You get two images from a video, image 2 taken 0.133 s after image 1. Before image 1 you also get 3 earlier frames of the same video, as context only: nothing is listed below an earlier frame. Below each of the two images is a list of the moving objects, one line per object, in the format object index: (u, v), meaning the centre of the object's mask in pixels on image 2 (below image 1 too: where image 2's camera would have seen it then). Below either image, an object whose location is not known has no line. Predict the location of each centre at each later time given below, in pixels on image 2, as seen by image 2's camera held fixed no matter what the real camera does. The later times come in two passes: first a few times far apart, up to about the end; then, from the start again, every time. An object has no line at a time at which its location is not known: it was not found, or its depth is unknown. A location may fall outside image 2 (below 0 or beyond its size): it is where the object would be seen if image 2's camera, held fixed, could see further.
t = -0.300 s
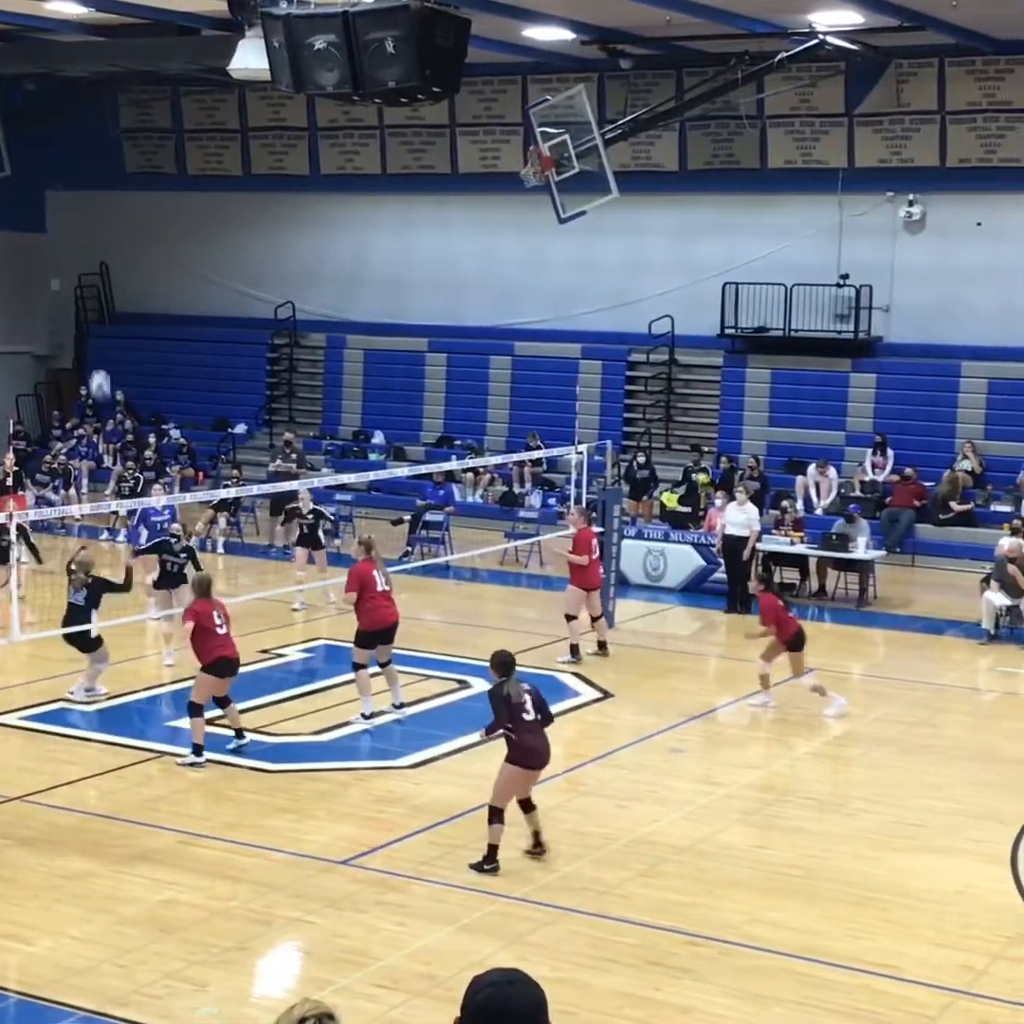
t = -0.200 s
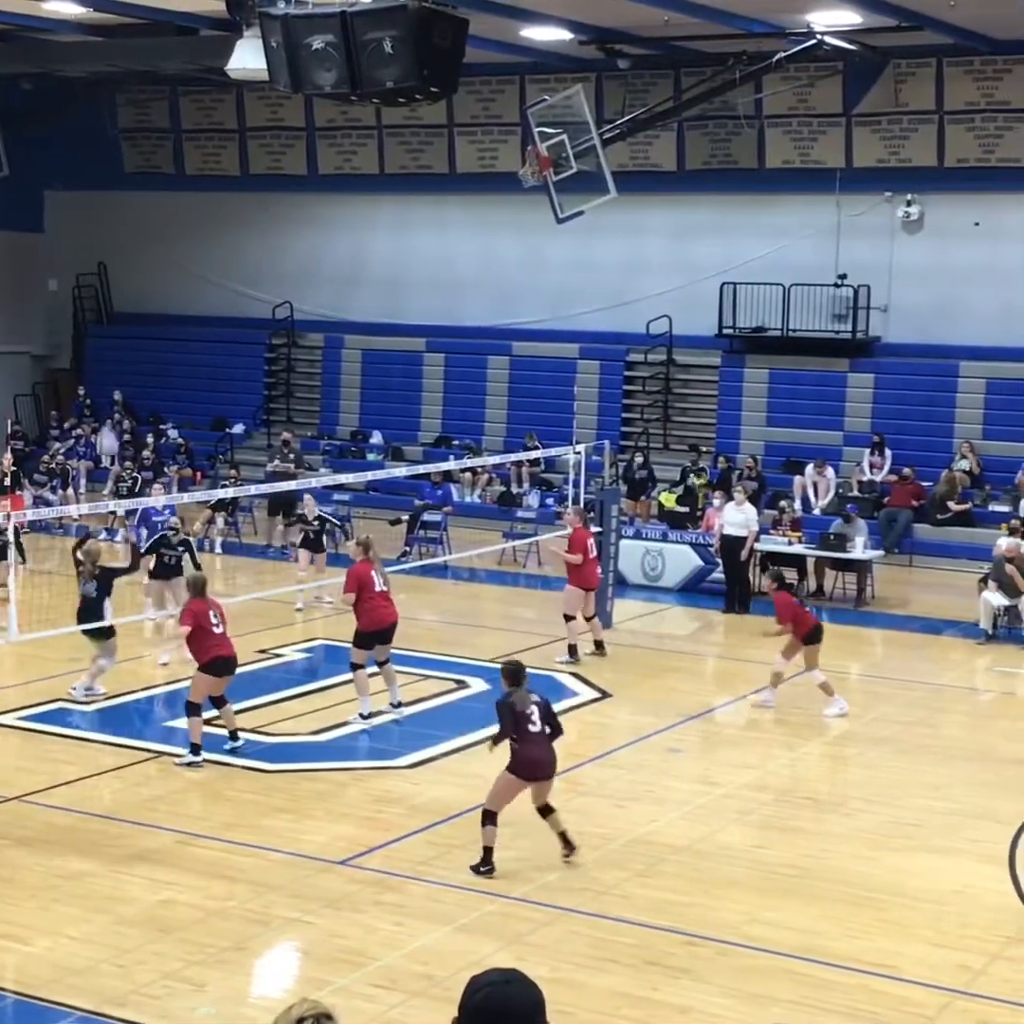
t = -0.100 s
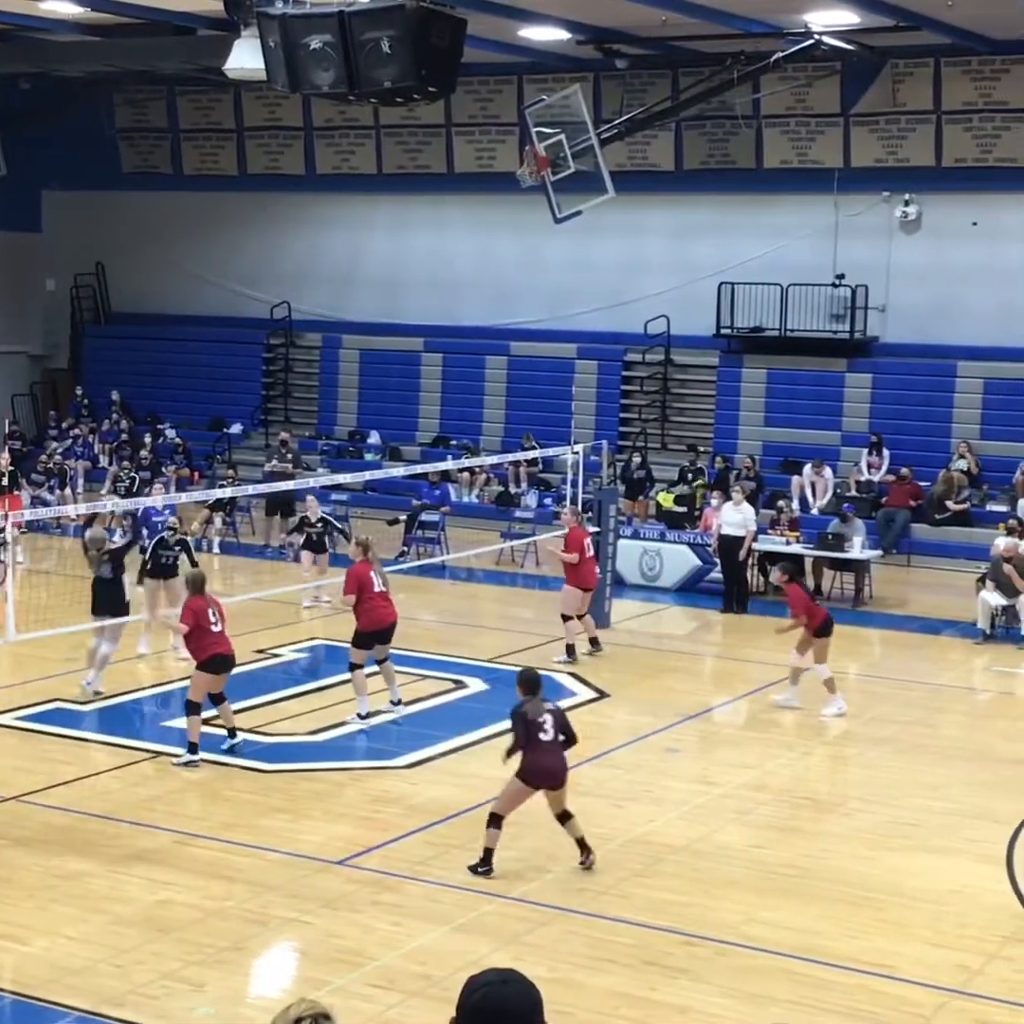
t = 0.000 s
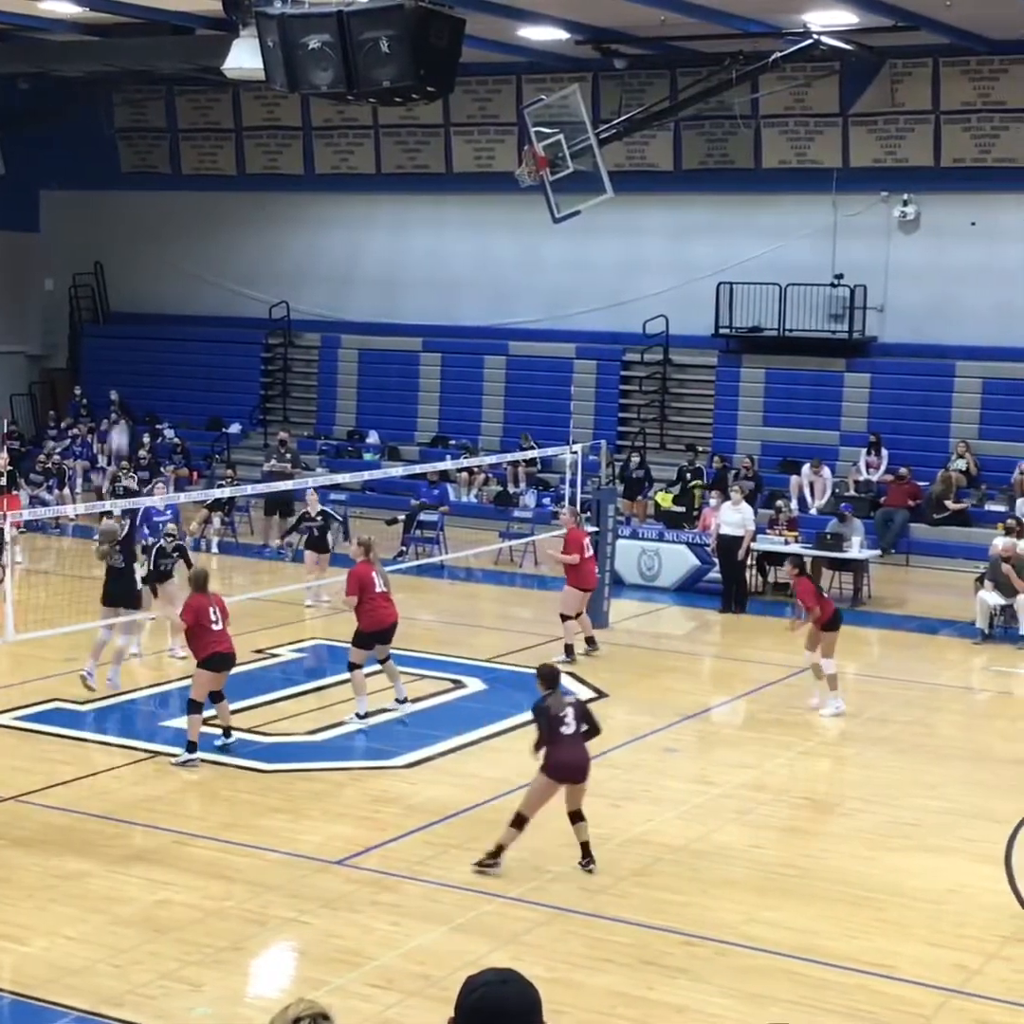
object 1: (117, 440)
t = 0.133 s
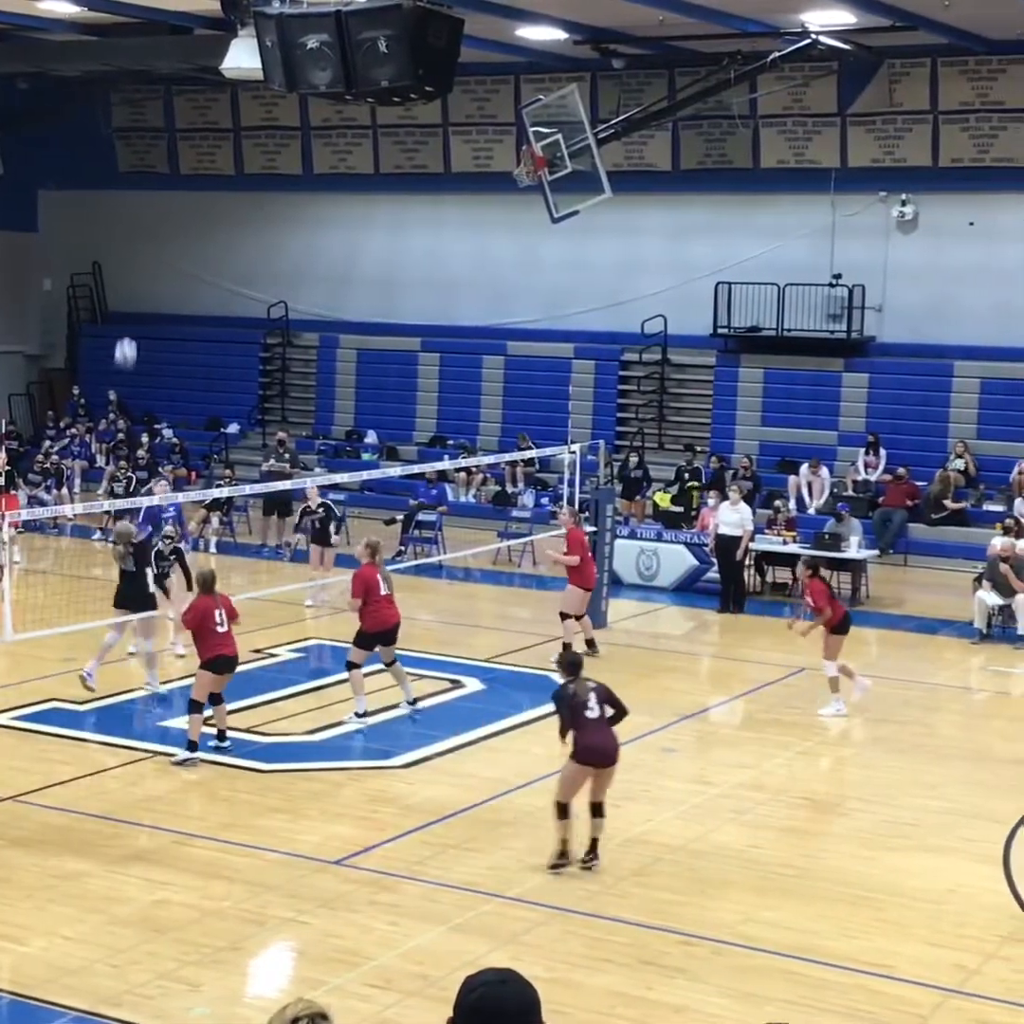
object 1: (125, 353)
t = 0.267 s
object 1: (136, 286)
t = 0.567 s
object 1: (158, 203)
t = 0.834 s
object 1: (179, 212)
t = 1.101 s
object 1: (197, 289)
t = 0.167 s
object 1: (128, 335)
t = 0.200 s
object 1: (130, 317)
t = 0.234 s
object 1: (133, 302)
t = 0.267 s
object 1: (136, 286)
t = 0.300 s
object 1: (138, 273)
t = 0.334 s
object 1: (141, 259)
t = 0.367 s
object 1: (143, 248)
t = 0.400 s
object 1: (145, 238)
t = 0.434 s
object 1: (148, 229)
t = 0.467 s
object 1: (151, 222)
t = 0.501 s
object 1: (153, 215)
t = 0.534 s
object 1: (156, 208)
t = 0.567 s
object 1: (158, 203)
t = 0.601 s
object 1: (161, 201)
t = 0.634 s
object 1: (164, 199)
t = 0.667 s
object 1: (166, 198)
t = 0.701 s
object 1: (169, 199)
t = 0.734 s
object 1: (171, 200)
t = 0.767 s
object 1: (173, 203)
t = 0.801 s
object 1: (176, 207)
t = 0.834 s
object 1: (179, 212)
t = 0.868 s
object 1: (181, 217)
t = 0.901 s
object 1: (183, 224)
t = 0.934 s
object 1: (185, 233)
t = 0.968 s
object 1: (187, 242)
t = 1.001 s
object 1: (190, 252)
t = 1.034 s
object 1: (192, 263)
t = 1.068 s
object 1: (194, 275)
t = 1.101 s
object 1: (197, 289)
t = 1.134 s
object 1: (199, 305)
